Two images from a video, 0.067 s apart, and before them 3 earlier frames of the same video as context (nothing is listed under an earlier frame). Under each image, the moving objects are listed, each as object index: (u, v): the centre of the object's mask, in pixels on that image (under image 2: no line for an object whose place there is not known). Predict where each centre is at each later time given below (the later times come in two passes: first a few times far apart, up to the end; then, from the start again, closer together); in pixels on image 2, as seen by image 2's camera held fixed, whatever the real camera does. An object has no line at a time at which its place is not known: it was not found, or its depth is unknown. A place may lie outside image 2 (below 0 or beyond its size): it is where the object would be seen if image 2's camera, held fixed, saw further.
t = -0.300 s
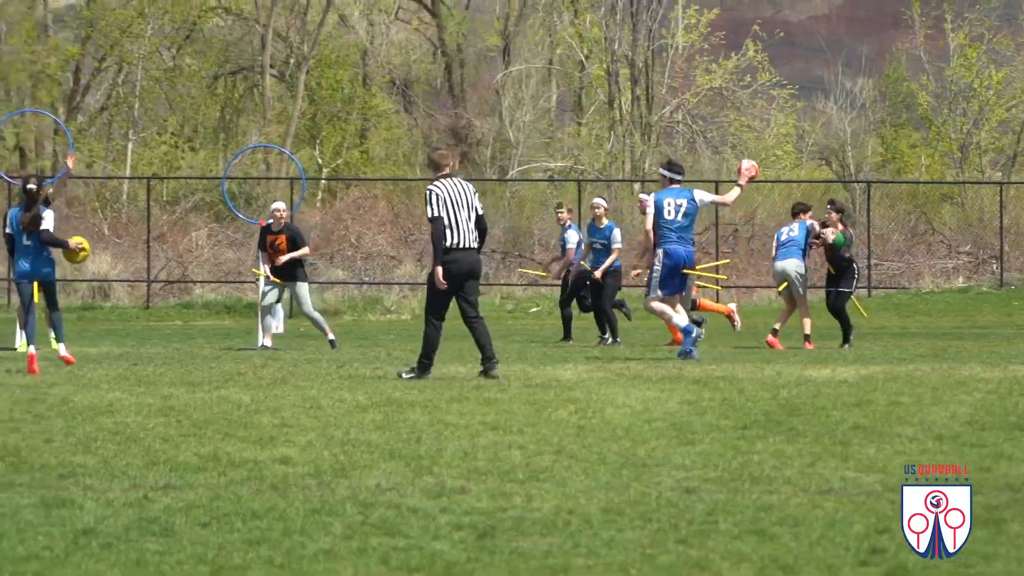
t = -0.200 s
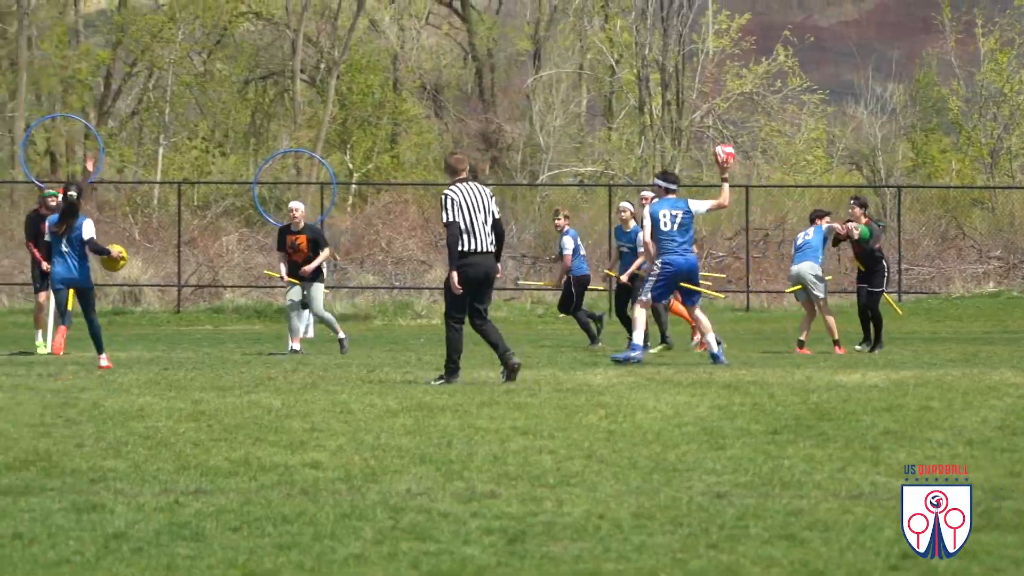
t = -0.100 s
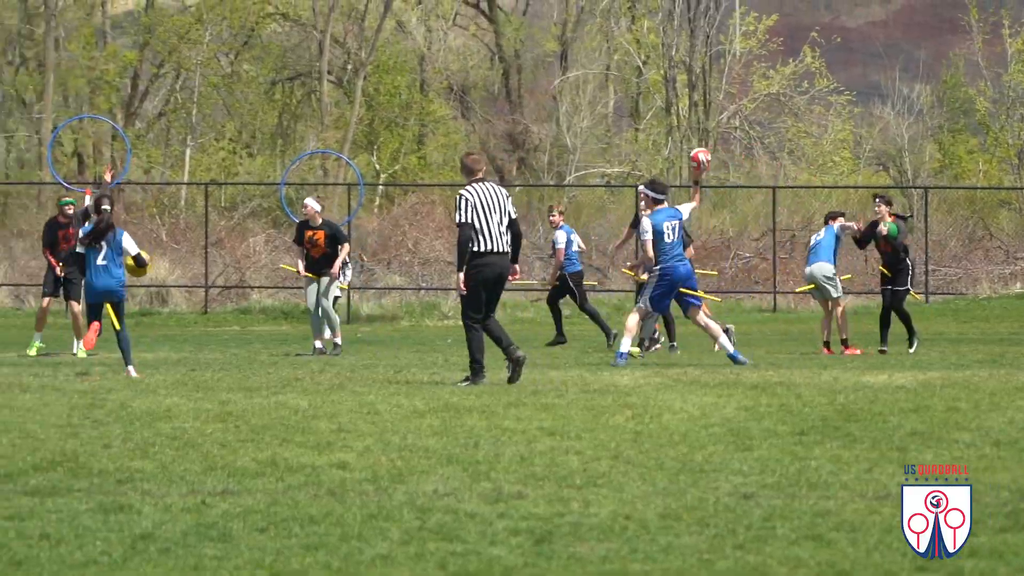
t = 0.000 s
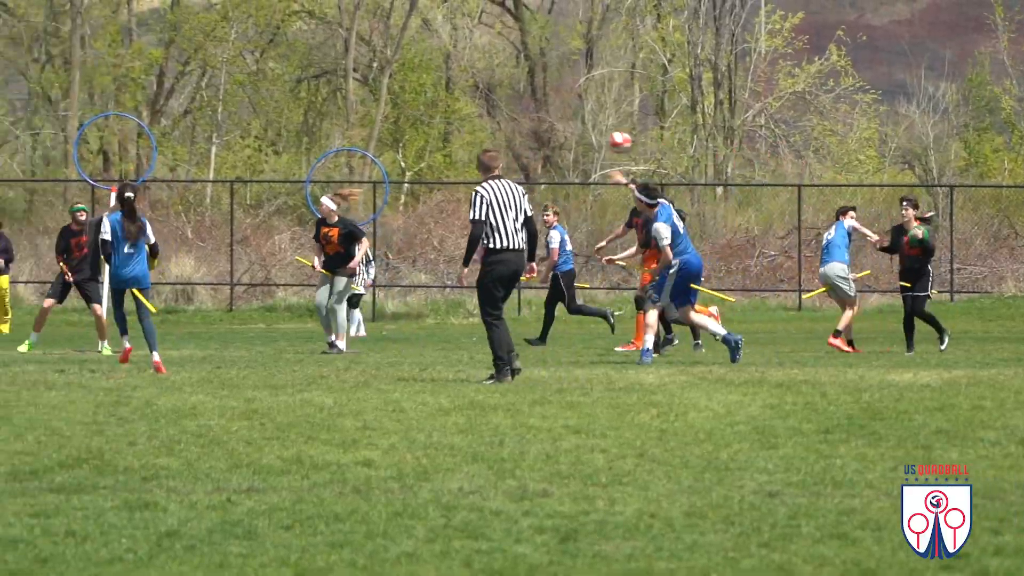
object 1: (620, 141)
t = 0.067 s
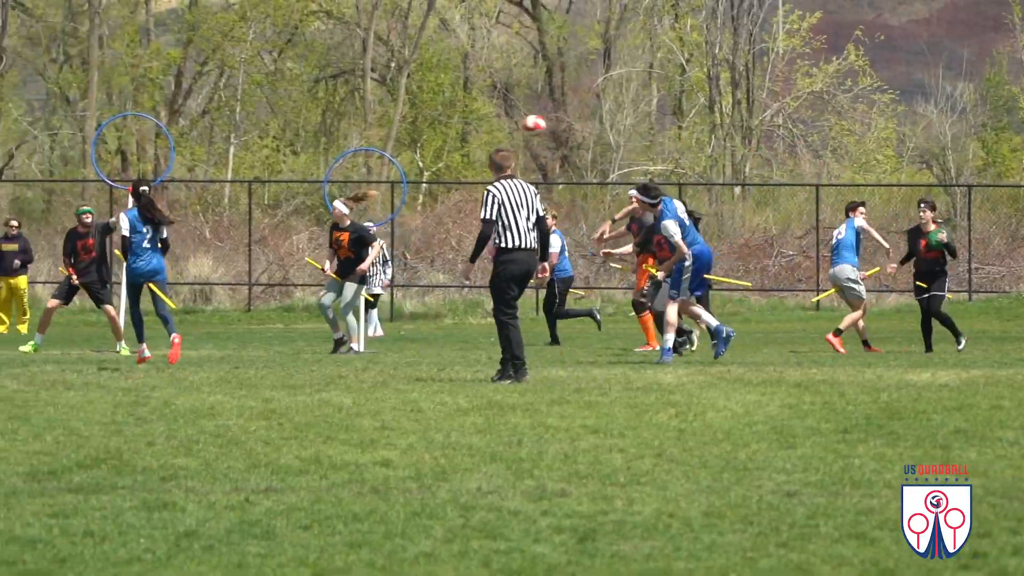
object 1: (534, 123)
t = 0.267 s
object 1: (248, 92)
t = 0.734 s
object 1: (-322, 91)
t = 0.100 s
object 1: (483, 118)
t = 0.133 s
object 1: (434, 112)
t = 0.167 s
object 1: (385, 105)
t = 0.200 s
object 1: (339, 100)
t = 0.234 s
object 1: (293, 96)
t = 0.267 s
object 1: (248, 92)
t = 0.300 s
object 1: (202, 89)
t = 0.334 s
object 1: (159, 87)
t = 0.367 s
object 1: (114, 85)
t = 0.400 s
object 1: (72, 83)
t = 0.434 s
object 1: (29, 82)
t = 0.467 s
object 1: (-13, 80)
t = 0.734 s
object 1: (-322, 91)
